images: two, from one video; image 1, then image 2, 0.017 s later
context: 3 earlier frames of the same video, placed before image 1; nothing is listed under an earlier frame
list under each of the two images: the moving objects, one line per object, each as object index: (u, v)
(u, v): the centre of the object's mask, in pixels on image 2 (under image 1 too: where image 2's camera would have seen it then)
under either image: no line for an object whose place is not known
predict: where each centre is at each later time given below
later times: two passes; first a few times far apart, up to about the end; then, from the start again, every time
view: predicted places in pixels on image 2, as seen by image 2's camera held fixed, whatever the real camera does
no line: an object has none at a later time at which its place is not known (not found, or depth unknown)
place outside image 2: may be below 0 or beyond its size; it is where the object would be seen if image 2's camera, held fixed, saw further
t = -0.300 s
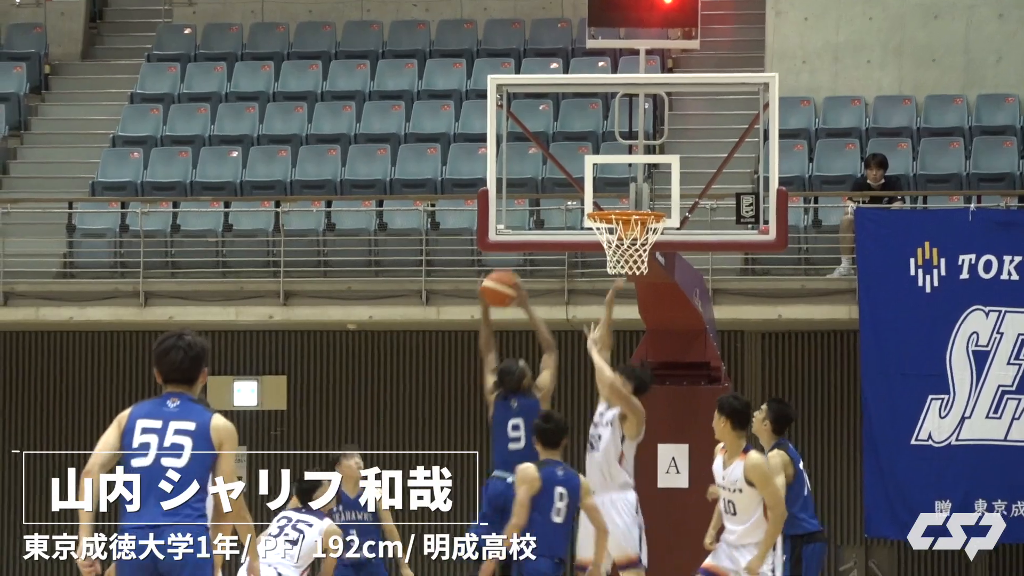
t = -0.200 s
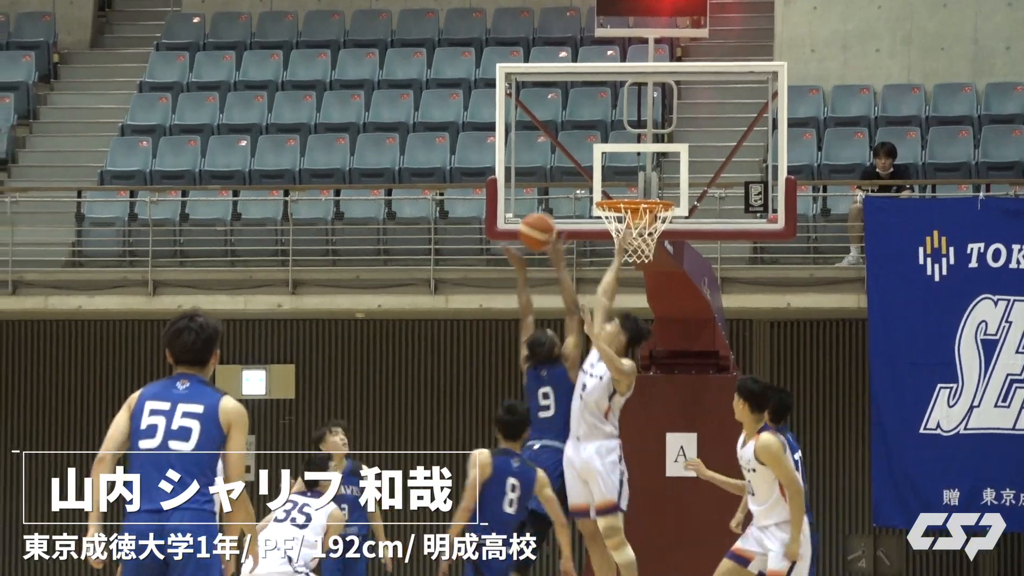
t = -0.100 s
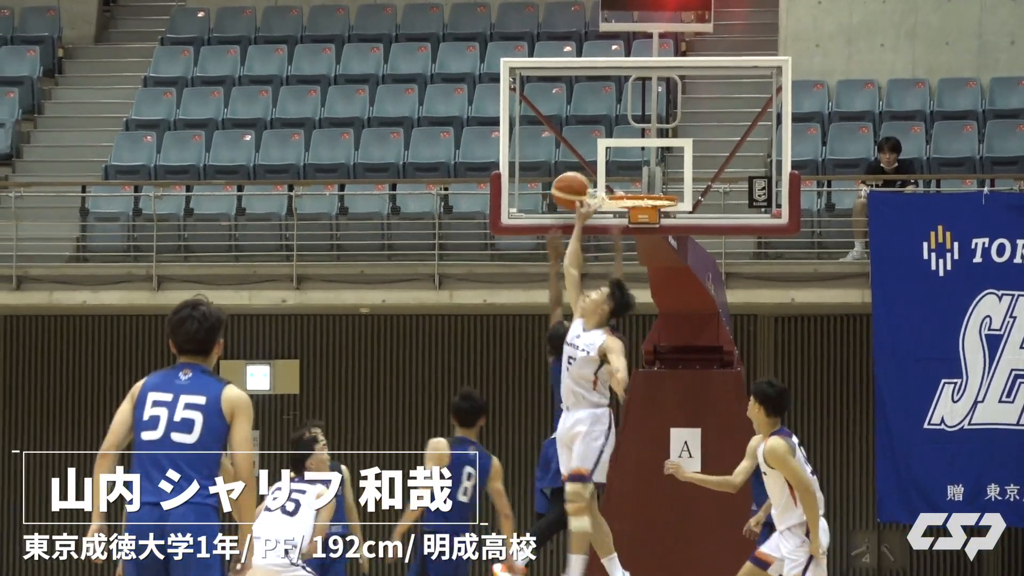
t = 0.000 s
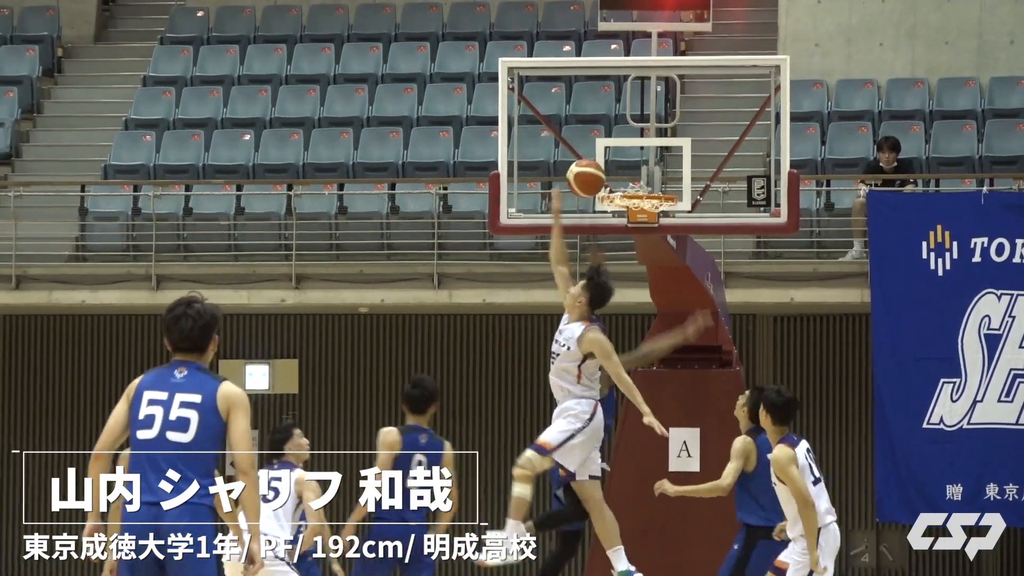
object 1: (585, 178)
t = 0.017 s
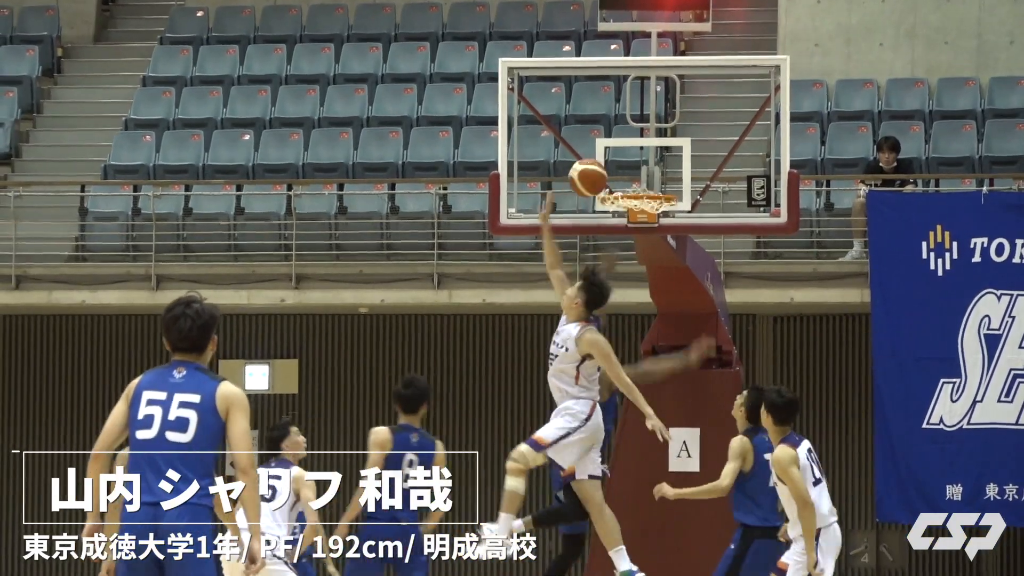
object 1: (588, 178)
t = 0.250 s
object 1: (596, 177)
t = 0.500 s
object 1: (596, 186)
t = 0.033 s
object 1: (590, 178)
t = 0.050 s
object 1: (592, 179)
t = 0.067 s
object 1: (594, 179)
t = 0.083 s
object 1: (595, 179)
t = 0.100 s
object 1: (595, 176)
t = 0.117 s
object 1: (595, 175)
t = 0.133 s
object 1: (594, 174)
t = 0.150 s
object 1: (594, 173)
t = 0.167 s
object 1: (594, 172)
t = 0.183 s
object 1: (594, 173)
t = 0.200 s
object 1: (595, 173)
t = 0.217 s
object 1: (595, 174)
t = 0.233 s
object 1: (595, 176)
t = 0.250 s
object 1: (596, 177)
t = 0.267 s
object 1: (596, 176)
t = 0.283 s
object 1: (596, 175)
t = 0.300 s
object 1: (597, 175)
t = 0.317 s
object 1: (597, 175)
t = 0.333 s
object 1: (597, 175)
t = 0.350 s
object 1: (596, 176)
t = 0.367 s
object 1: (597, 177)
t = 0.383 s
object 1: (597, 178)
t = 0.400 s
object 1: (597, 178)
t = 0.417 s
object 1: (597, 178)
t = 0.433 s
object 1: (596, 179)
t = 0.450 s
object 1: (596, 180)
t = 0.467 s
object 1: (596, 182)
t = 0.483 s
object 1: (596, 184)
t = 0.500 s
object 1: (596, 186)
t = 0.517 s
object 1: (596, 189)
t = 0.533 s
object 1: (596, 193)
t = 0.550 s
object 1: (596, 196)
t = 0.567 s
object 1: (596, 201)
